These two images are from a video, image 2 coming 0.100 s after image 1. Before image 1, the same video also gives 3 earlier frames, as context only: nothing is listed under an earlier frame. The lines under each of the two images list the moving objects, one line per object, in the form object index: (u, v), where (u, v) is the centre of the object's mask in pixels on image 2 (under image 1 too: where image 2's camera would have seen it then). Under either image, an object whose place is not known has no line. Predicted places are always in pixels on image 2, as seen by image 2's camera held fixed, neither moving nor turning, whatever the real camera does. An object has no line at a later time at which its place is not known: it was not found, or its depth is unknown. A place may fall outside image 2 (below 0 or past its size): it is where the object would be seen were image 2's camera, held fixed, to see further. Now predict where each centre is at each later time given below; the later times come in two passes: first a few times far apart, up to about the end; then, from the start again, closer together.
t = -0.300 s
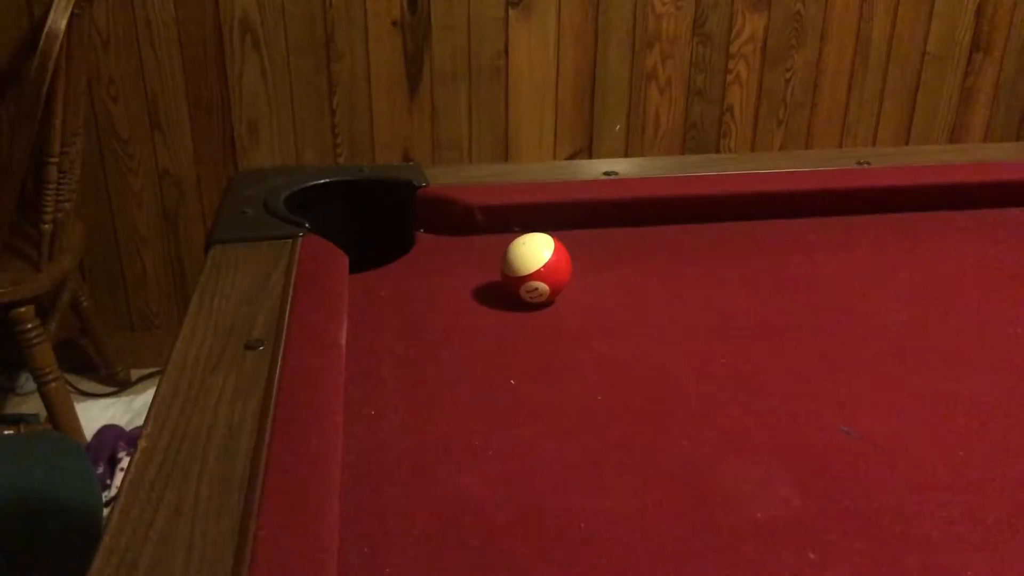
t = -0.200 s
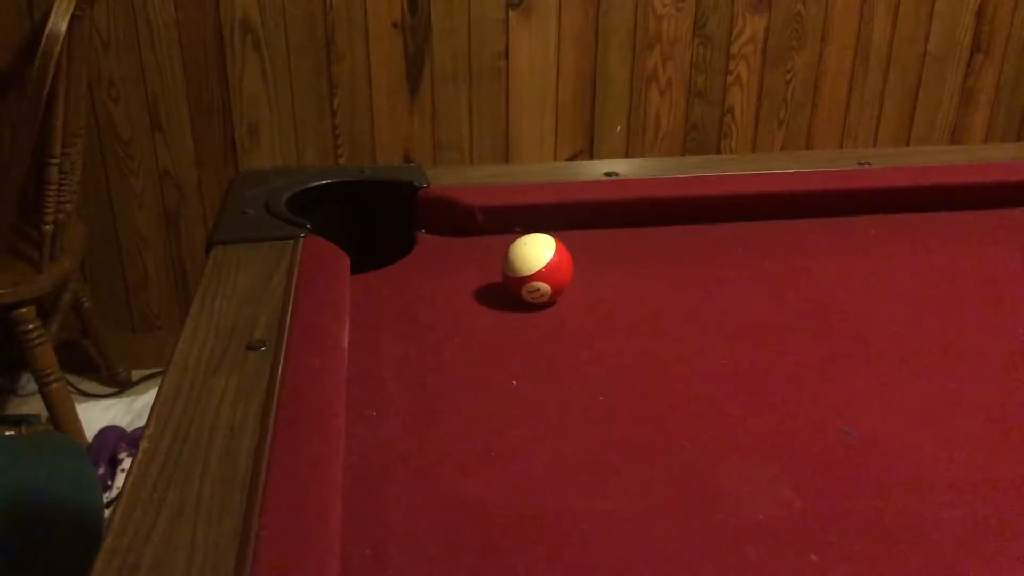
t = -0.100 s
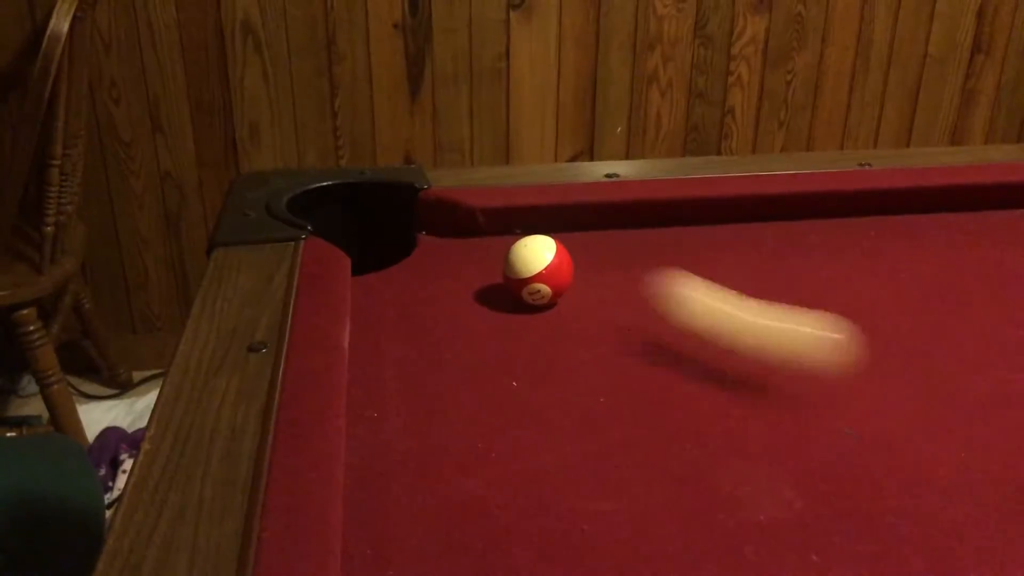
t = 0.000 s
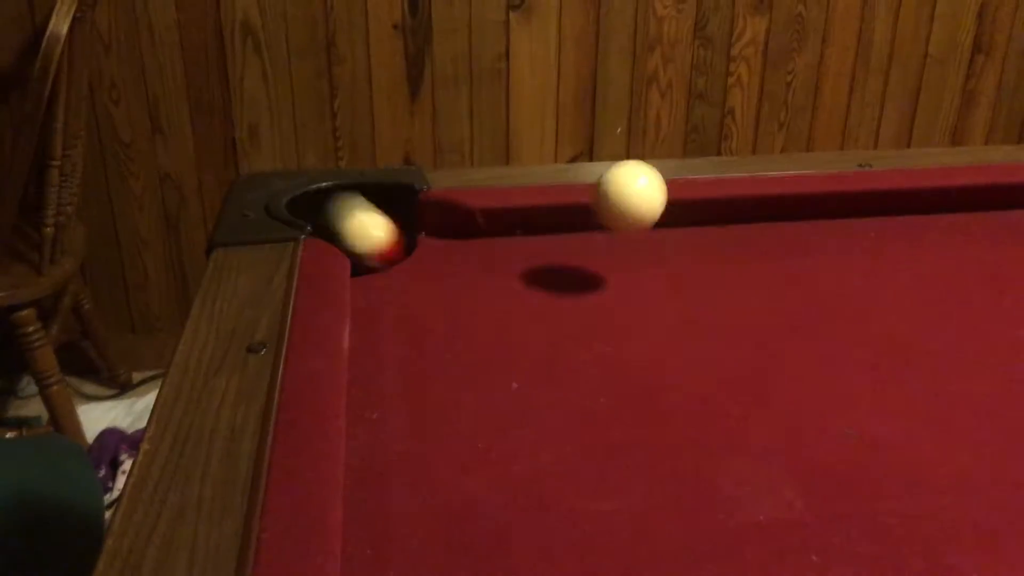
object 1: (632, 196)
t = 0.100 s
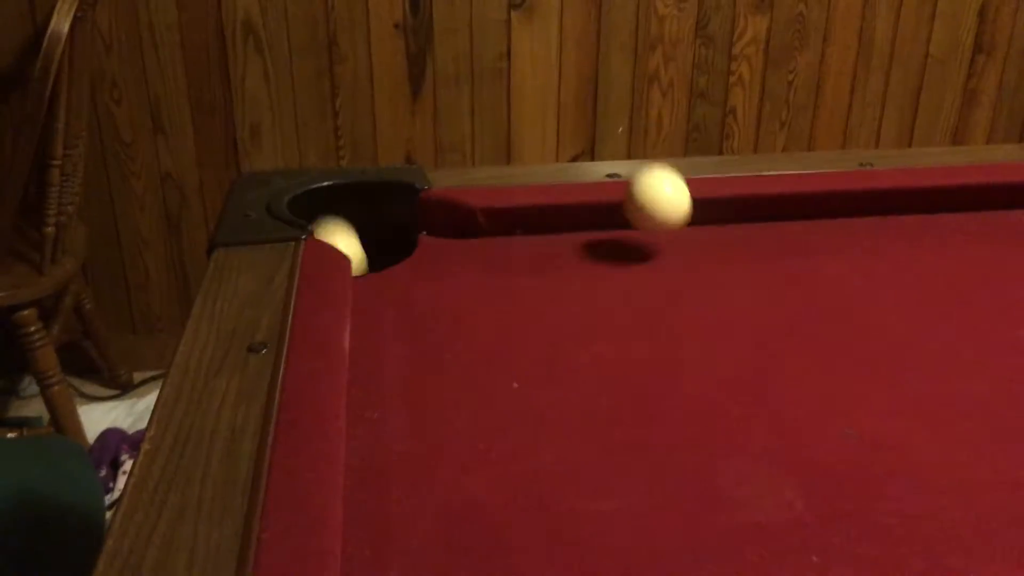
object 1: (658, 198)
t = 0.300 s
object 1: (735, 243)
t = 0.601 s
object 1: (739, 300)
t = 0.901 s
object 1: (638, 317)
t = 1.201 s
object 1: (539, 333)
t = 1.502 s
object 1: (439, 345)
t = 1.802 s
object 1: (419, 348)
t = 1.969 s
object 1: (444, 346)
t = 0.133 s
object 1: (663, 215)
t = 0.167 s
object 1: (674, 195)
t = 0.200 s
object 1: (691, 188)
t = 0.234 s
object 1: (705, 192)
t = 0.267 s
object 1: (720, 208)
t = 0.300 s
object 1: (735, 243)
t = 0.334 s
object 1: (746, 251)
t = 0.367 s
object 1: (754, 255)
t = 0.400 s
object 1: (762, 271)
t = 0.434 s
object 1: (765, 278)
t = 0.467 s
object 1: (766, 287)
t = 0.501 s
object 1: (765, 290)
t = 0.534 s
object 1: (759, 296)
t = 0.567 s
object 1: (750, 298)
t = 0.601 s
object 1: (739, 300)
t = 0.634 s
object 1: (728, 302)
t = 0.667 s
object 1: (717, 304)
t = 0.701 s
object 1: (705, 306)
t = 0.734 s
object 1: (694, 308)
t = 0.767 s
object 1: (684, 310)
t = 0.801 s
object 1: (672, 312)
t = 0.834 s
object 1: (661, 313)
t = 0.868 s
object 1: (650, 315)
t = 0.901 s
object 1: (638, 317)
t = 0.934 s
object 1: (627, 318)
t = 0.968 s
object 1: (616, 320)
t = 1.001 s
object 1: (605, 322)
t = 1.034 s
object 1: (593, 324)
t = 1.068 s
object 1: (582, 326)
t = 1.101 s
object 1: (571, 328)
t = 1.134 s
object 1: (561, 329)
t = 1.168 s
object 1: (550, 331)
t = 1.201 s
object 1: (539, 333)
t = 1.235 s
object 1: (528, 335)
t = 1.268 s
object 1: (517, 336)
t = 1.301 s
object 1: (506, 337)
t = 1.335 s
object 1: (495, 338)
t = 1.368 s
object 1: (484, 340)
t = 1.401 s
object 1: (473, 341)
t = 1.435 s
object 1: (462, 342)
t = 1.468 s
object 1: (451, 344)
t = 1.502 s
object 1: (439, 345)
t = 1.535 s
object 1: (429, 345)
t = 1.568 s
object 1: (418, 347)
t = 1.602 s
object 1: (407, 348)
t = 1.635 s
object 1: (397, 348)
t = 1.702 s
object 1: (401, 349)
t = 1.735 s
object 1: (407, 349)
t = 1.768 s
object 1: (413, 349)
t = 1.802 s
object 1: (419, 348)
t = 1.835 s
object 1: (424, 348)
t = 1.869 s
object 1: (430, 347)
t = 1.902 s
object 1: (435, 347)
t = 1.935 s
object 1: (439, 347)
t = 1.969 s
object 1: (444, 346)
